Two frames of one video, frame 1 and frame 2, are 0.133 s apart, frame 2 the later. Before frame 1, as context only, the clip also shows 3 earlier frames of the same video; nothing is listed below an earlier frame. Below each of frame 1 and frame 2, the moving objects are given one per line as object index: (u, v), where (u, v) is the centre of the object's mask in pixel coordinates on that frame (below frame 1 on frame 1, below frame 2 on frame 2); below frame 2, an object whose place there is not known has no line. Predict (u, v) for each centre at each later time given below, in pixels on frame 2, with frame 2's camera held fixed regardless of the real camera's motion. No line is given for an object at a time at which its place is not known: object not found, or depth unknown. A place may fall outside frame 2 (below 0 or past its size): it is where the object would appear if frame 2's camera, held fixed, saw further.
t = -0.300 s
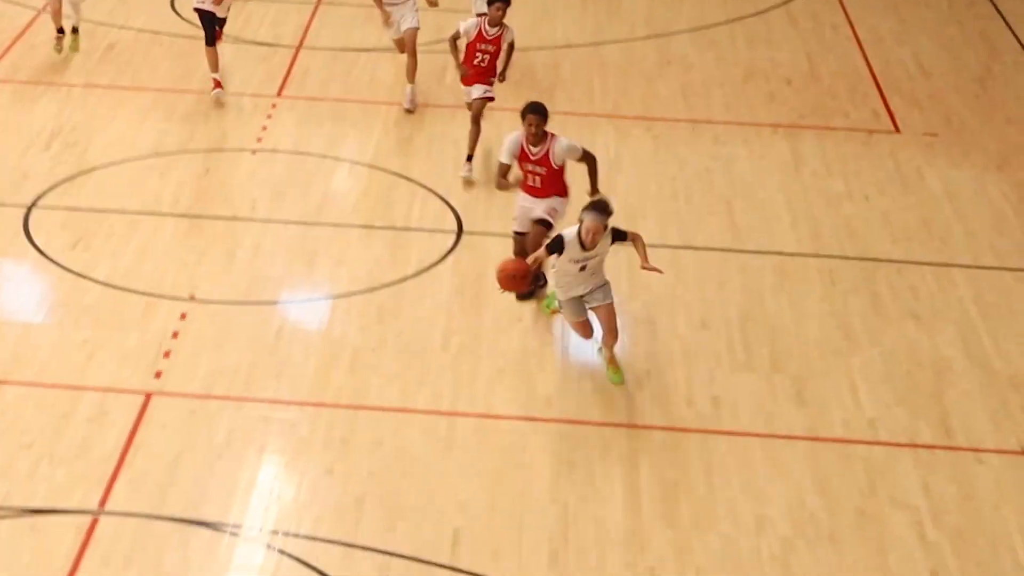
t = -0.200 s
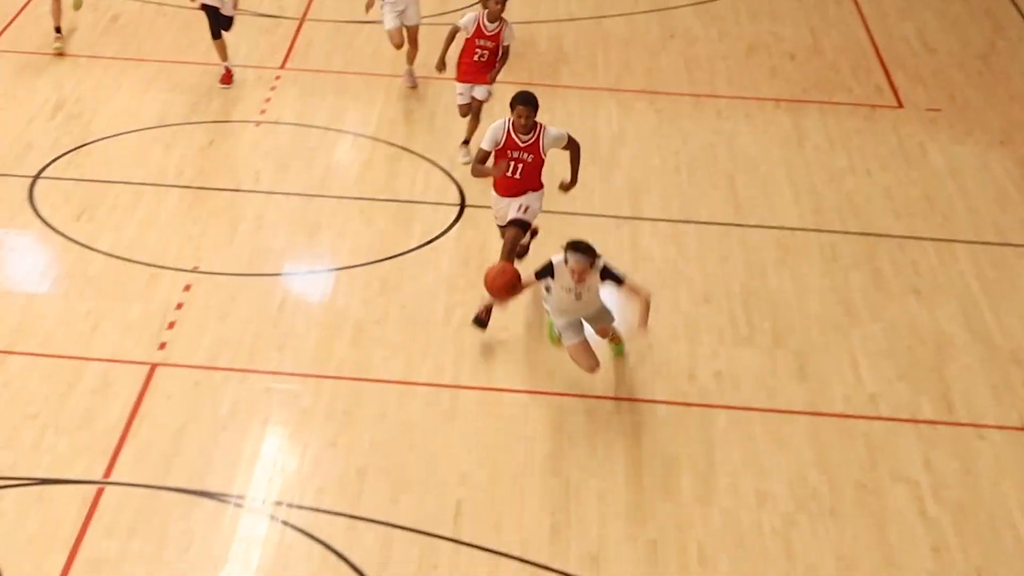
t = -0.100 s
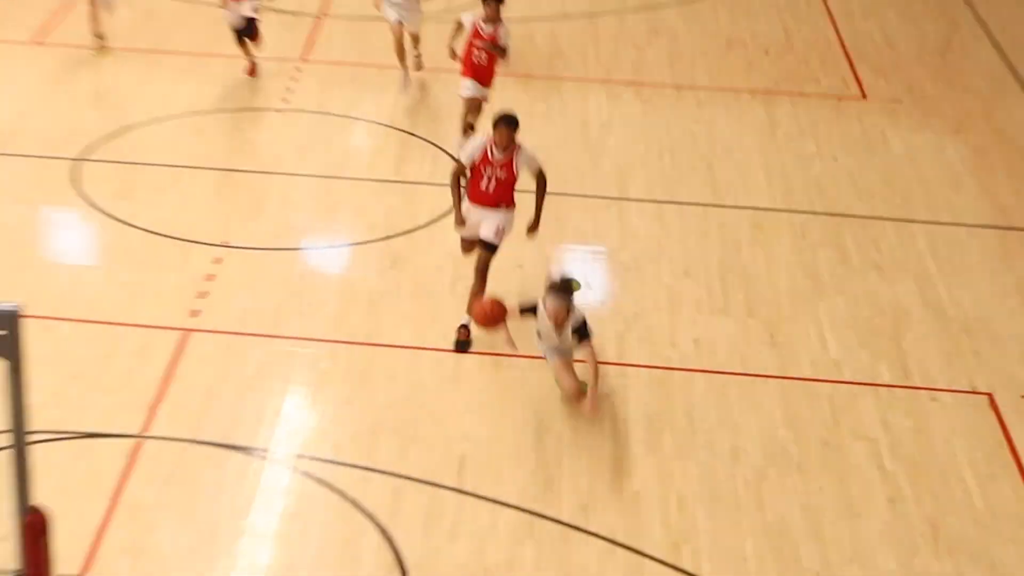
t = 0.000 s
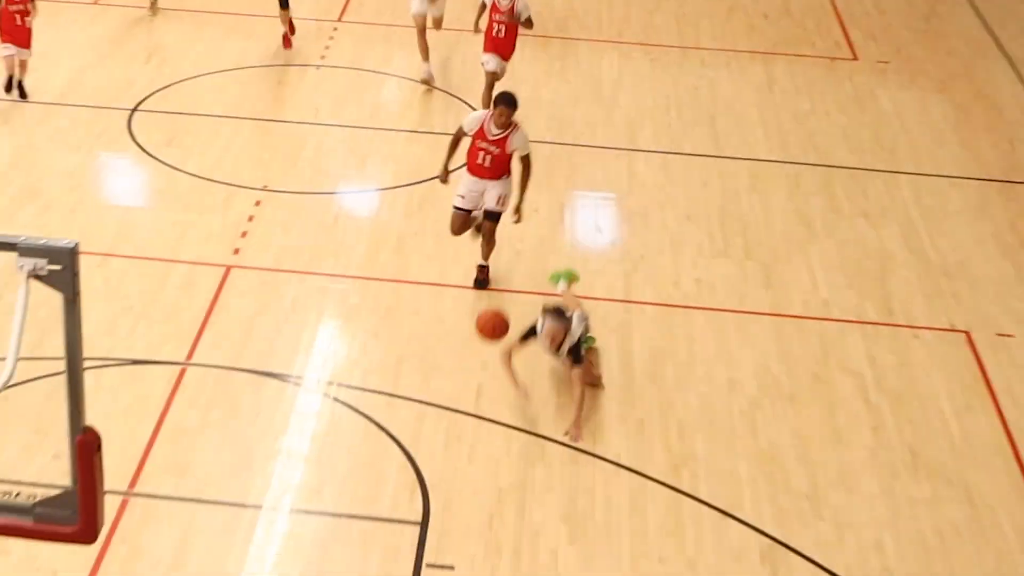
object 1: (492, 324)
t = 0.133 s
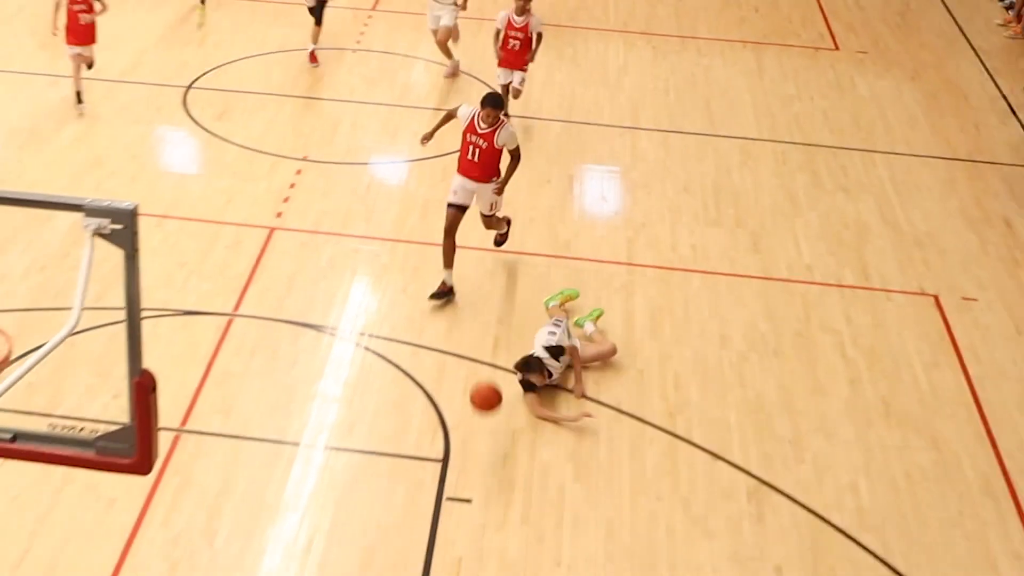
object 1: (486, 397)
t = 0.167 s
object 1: (479, 431)
